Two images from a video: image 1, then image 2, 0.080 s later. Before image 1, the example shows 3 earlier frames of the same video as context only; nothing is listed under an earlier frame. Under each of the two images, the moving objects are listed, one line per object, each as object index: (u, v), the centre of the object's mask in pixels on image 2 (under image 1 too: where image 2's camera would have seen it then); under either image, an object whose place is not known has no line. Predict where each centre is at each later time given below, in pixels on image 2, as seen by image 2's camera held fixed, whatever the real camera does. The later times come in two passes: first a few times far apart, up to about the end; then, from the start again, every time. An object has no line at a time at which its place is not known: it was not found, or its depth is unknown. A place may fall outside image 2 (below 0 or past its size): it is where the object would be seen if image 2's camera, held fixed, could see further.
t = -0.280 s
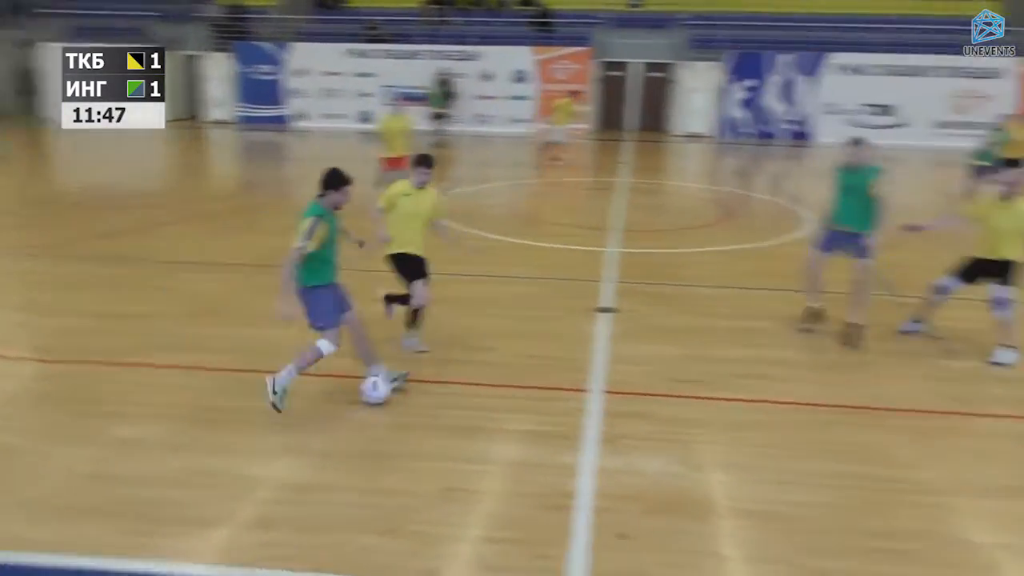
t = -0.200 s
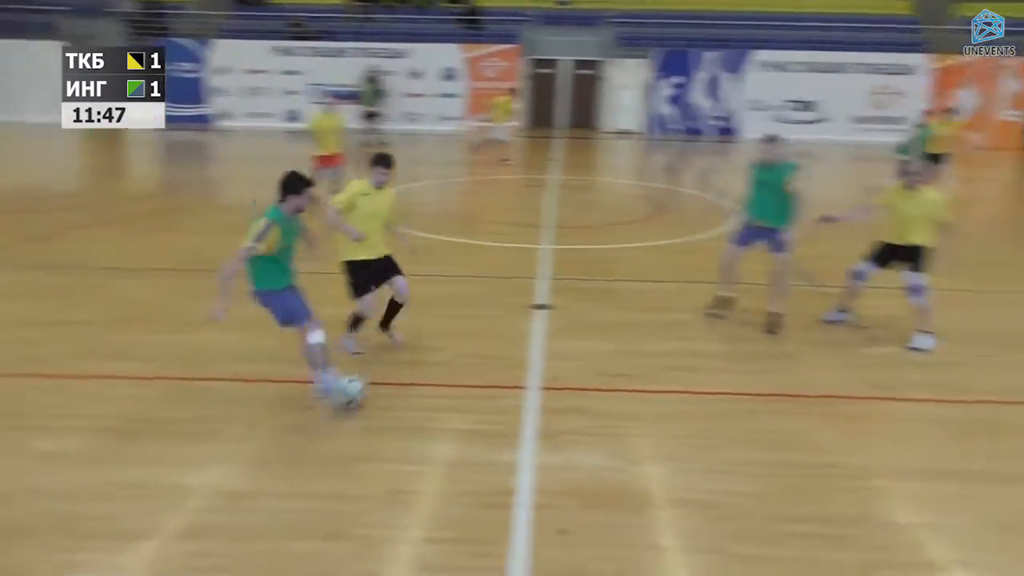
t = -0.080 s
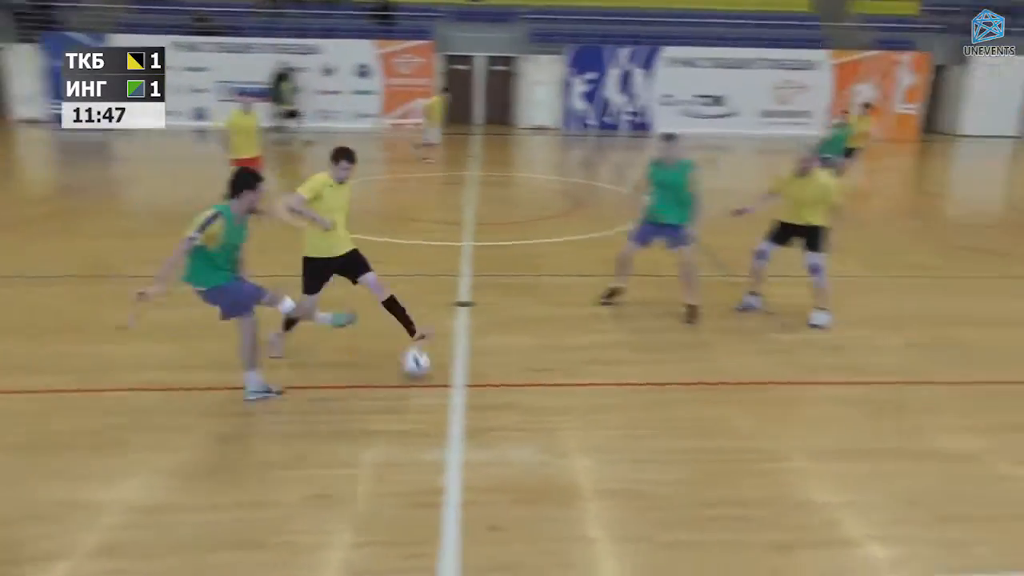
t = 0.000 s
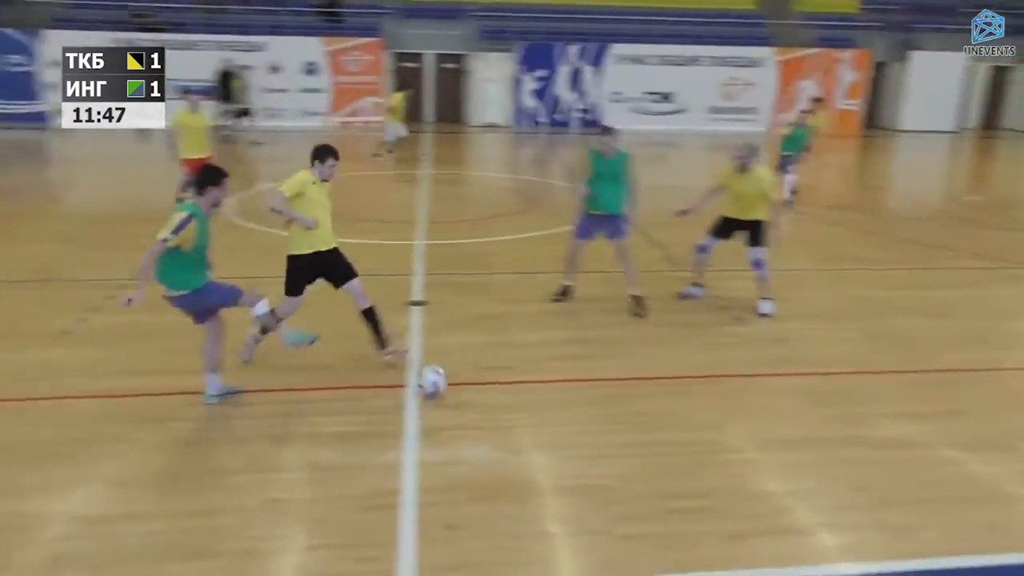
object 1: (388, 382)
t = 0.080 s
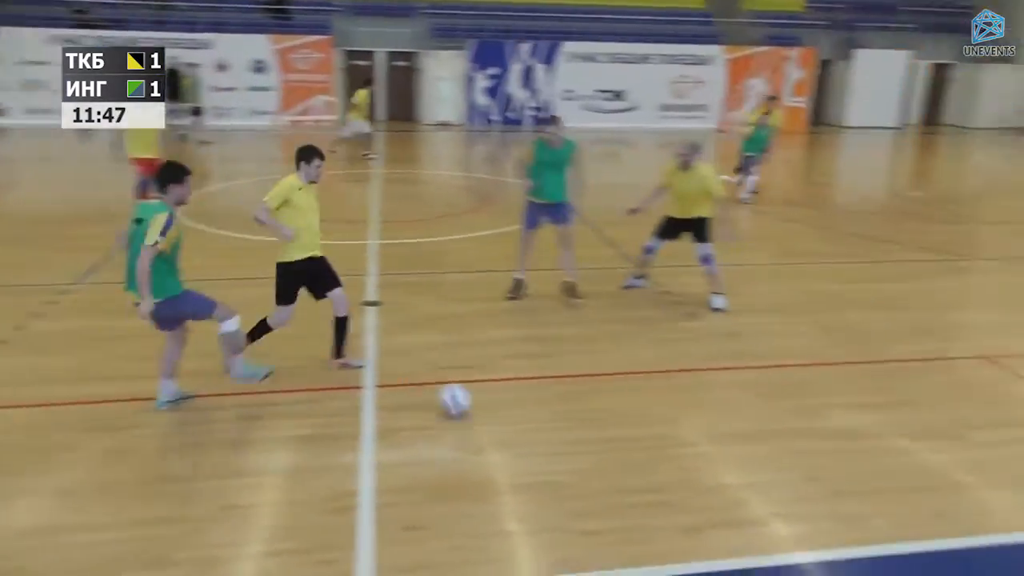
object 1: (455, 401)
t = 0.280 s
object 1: (629, 447)
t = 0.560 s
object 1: (898, 524)
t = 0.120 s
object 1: (490, 410)
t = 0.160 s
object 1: (524, 419)
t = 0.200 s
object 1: (559, 429)
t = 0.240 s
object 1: (594, 439)
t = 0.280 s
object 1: (629, 447)
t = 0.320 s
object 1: (664, 457)
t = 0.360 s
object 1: (702, 468)
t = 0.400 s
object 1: (739, 479)
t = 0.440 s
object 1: (777, 489)
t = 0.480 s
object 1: (816, 500)
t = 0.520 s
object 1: (857, 512)
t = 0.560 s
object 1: (898, 524)
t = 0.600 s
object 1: (942, 537)
